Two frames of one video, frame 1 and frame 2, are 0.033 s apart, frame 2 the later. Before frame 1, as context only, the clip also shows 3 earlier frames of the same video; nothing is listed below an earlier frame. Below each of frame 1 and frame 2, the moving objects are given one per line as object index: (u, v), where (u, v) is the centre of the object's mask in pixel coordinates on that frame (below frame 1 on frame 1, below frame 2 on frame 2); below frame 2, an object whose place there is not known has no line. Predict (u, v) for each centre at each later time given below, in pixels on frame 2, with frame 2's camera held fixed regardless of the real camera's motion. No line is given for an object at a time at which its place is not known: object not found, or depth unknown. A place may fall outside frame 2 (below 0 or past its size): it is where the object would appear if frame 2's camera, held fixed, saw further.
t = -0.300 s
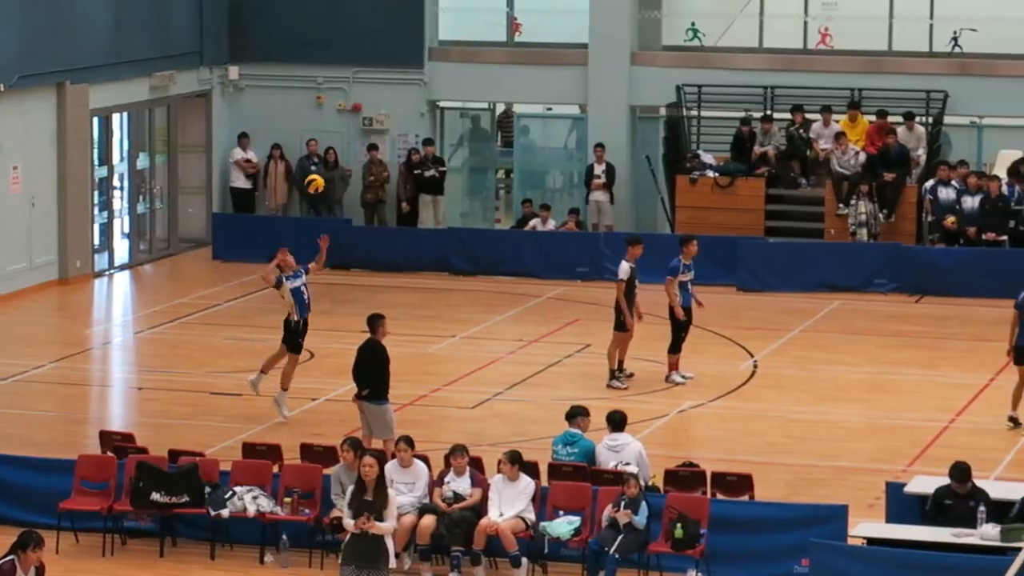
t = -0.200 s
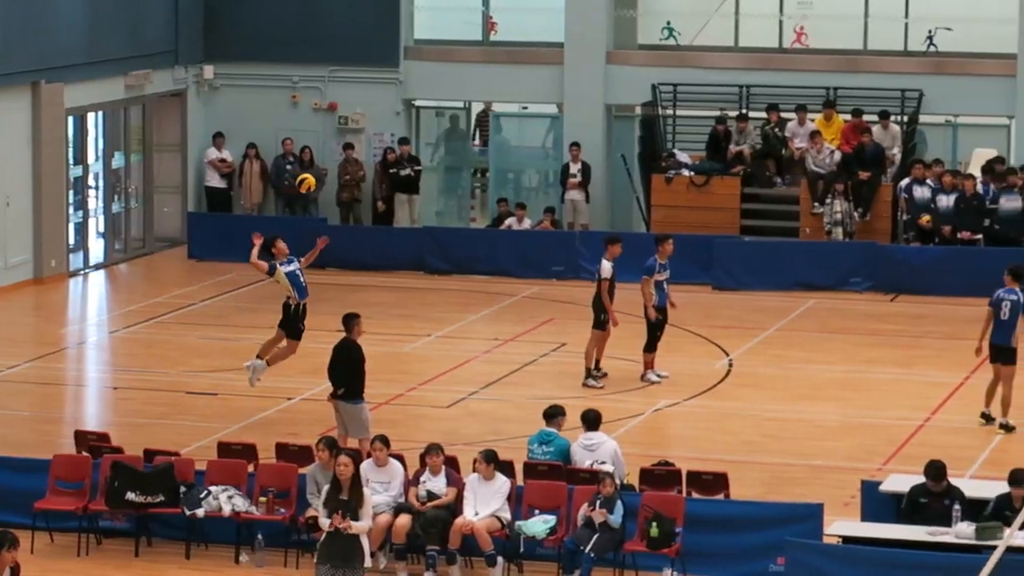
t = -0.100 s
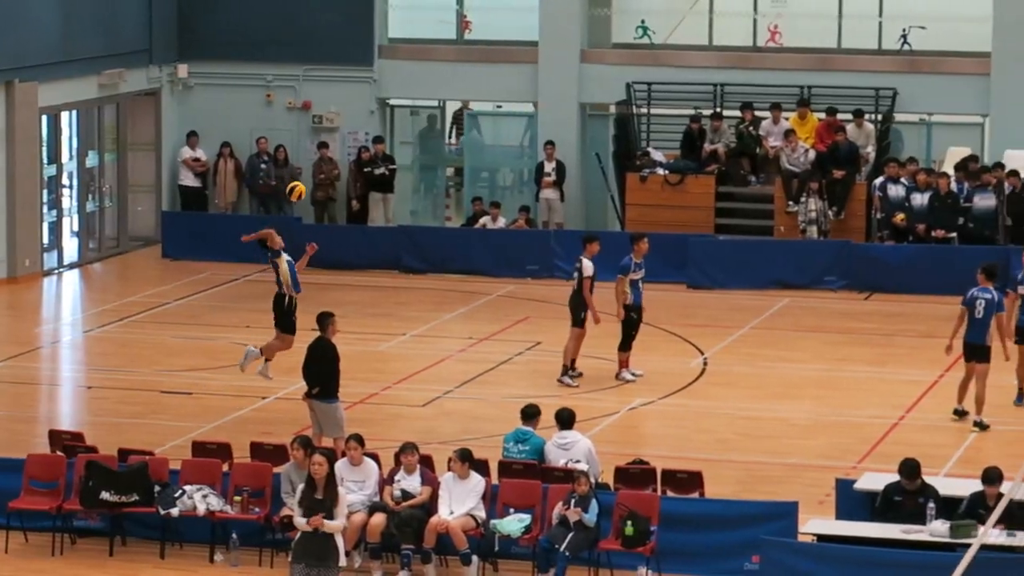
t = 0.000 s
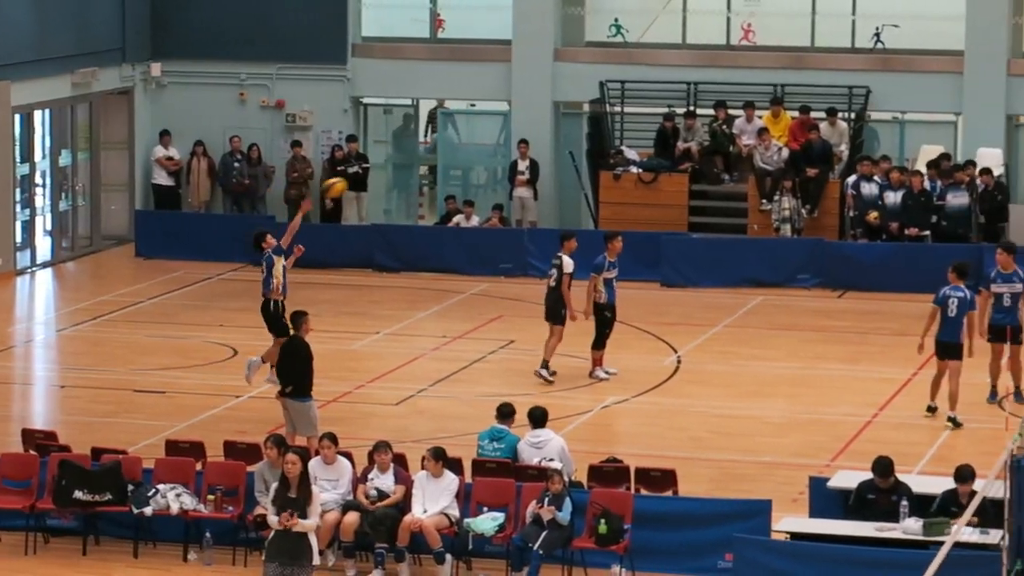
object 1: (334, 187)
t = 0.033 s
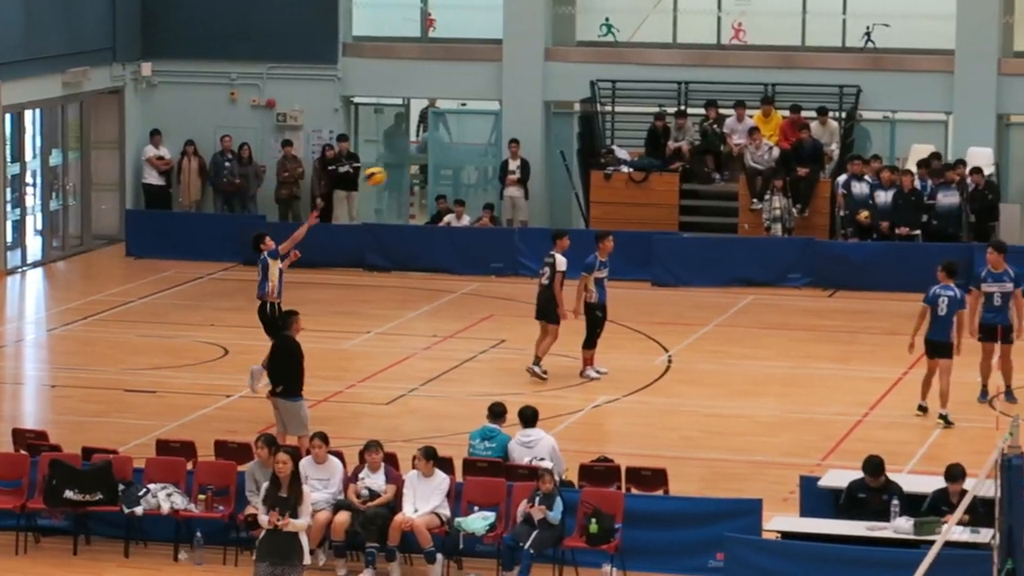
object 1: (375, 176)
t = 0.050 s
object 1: (397, 172)
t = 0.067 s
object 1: (421, 168)
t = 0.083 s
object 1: (444, 163)
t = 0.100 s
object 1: (467, 160)
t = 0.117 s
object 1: (489, 157)
